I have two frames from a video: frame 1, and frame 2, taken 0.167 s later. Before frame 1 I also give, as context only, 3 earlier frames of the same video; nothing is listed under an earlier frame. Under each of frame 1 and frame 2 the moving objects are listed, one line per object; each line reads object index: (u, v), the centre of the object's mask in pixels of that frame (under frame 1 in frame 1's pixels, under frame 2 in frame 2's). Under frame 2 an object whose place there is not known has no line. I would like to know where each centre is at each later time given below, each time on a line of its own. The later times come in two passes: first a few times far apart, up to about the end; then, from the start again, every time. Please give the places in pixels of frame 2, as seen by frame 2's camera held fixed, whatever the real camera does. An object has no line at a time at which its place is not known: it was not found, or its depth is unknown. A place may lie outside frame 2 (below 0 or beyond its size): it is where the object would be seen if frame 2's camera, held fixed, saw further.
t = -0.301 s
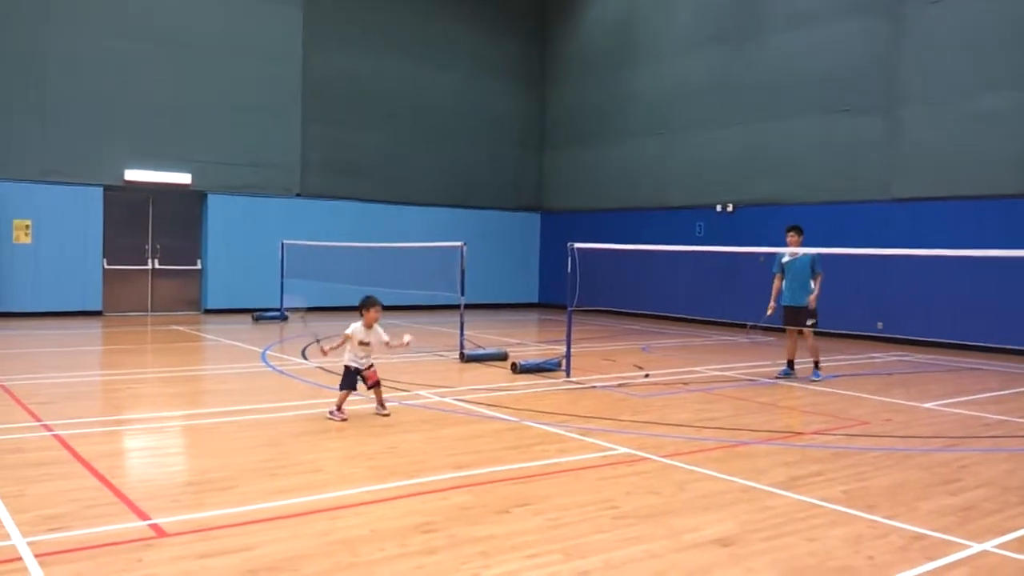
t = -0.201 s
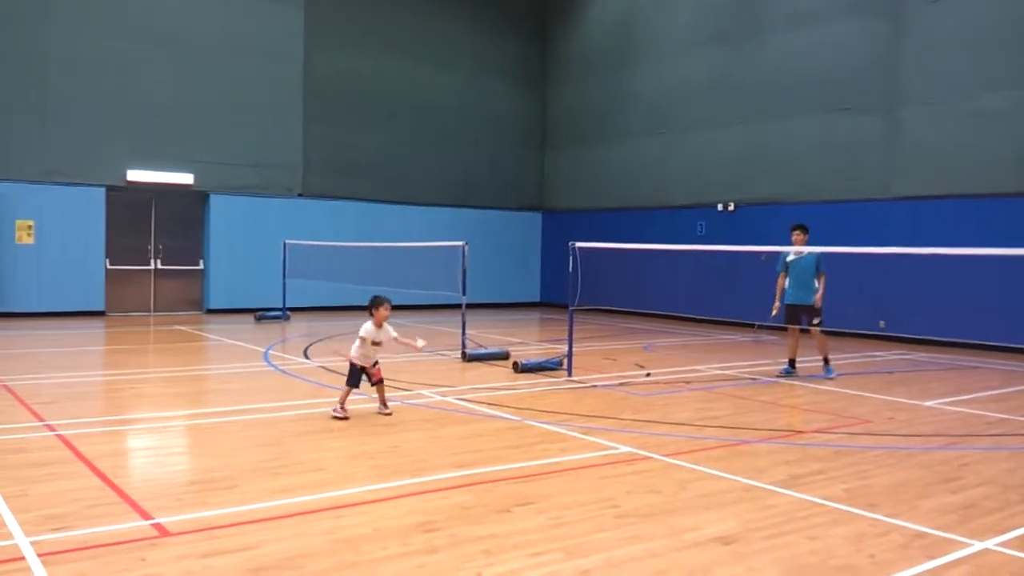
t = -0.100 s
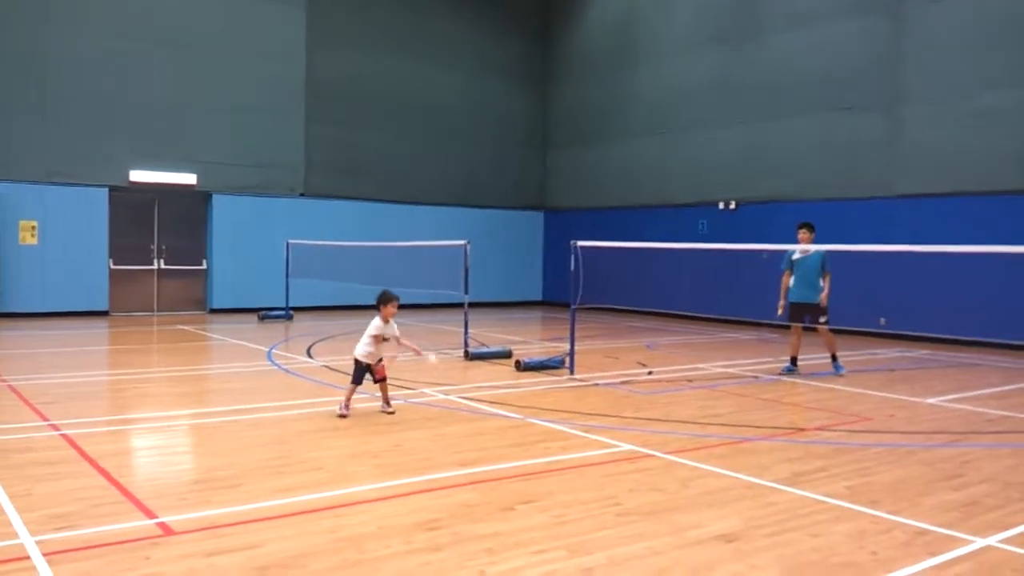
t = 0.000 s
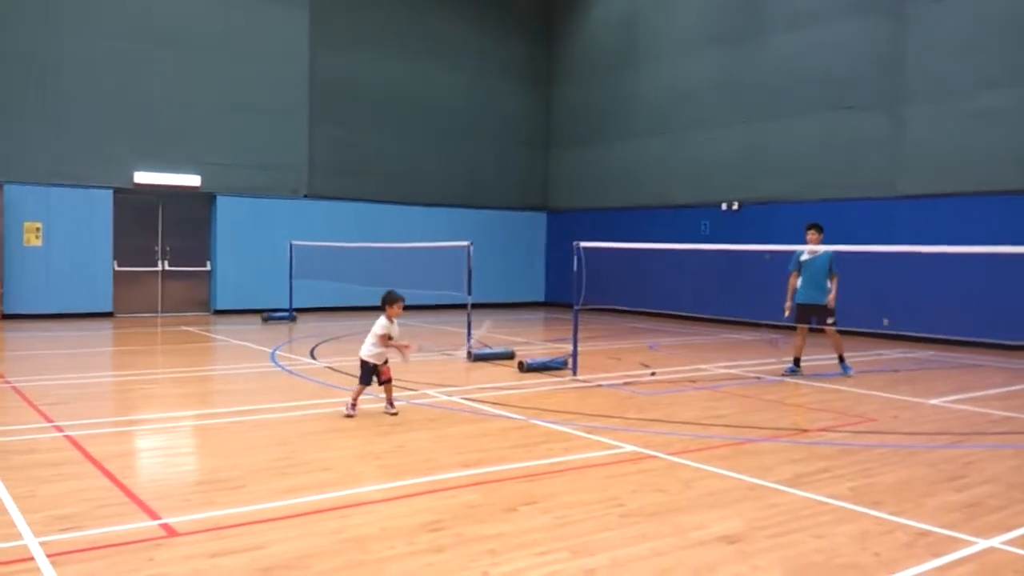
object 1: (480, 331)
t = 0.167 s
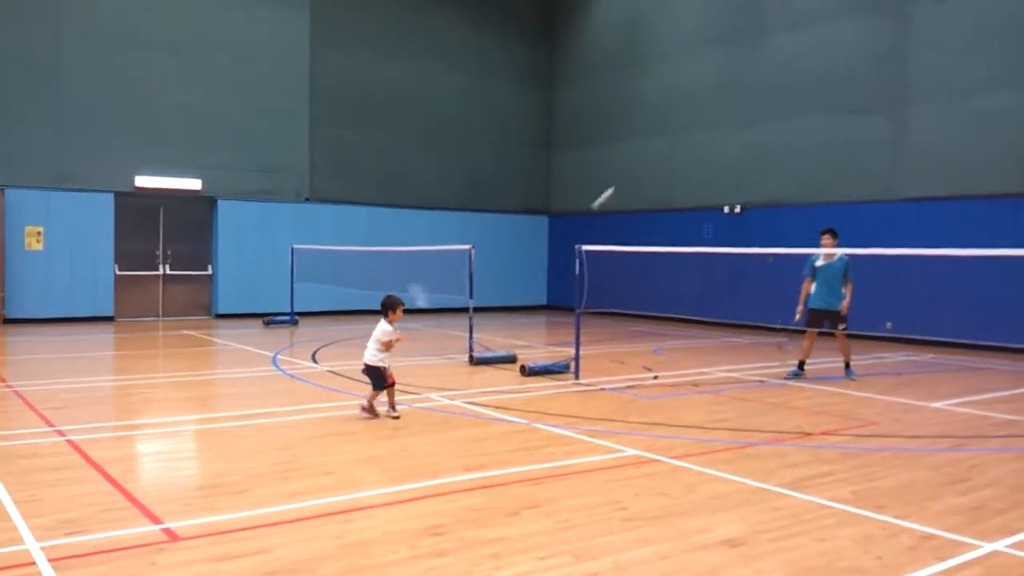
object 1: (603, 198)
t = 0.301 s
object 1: (672, 136)
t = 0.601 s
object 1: (780, 93)
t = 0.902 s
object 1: (856, 141)
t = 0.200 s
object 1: (622, 179)
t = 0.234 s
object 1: (639, 163)
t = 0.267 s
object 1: (656, 148)
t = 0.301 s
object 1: (672, 136)
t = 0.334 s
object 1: (686, 125)
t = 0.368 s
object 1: (700, 115)
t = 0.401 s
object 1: (713, 109)
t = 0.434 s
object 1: (726, 103)
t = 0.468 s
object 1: (737, 99)
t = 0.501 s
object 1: (749, 95)
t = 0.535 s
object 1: (759, 93)
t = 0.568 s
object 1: (770, 92)
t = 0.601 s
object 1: (780, 93)
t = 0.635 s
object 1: (789, 94)
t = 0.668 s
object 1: (799, 97)
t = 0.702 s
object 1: (807, 100)
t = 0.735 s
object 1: (816, 105)
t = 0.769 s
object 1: (824, 110)
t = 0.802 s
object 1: (832, 116)
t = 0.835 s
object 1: (840, 122)
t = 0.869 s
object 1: (848, 131)
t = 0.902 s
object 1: (856, 141)
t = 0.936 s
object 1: (862, 150)
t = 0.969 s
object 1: (868, 160)
